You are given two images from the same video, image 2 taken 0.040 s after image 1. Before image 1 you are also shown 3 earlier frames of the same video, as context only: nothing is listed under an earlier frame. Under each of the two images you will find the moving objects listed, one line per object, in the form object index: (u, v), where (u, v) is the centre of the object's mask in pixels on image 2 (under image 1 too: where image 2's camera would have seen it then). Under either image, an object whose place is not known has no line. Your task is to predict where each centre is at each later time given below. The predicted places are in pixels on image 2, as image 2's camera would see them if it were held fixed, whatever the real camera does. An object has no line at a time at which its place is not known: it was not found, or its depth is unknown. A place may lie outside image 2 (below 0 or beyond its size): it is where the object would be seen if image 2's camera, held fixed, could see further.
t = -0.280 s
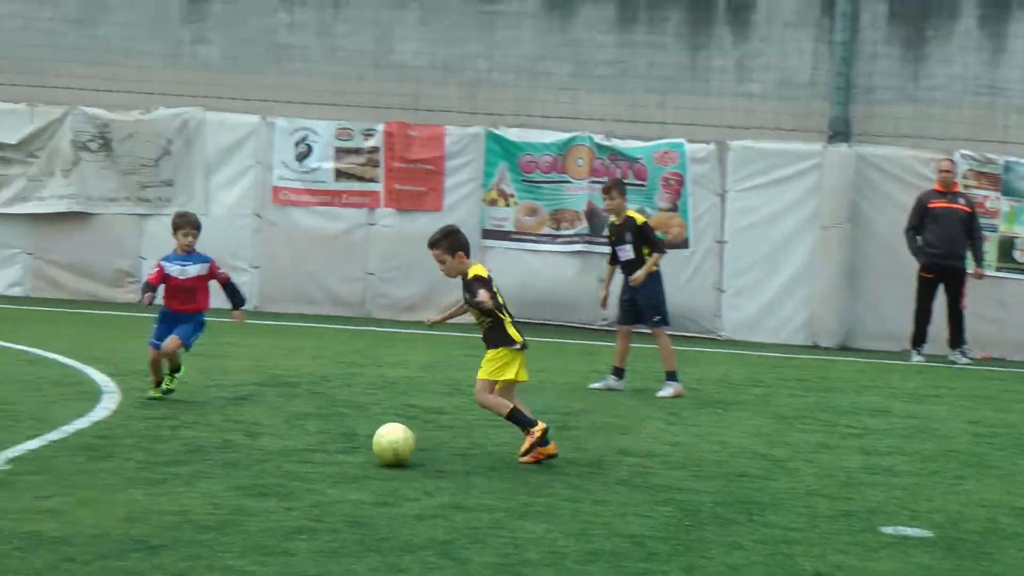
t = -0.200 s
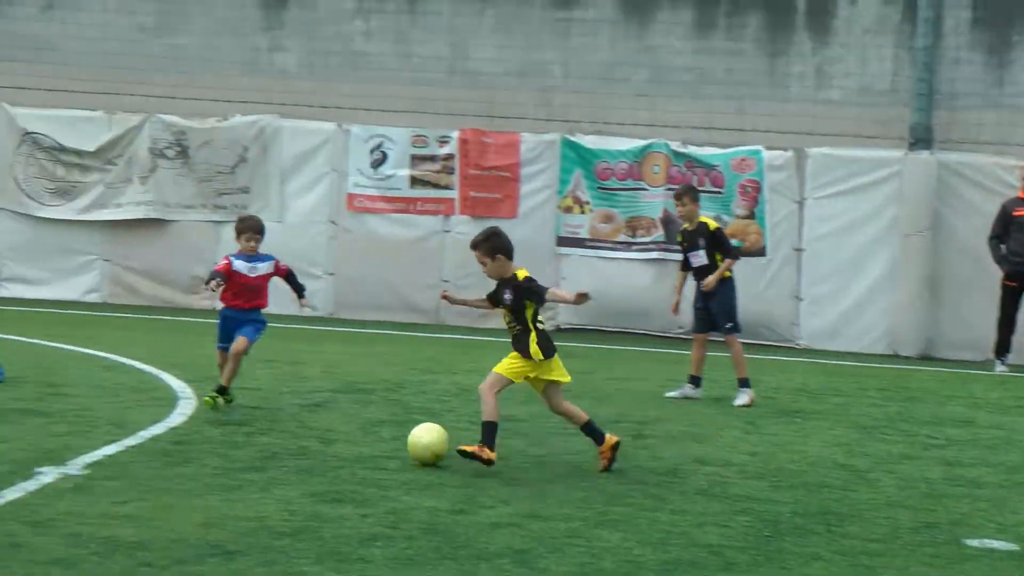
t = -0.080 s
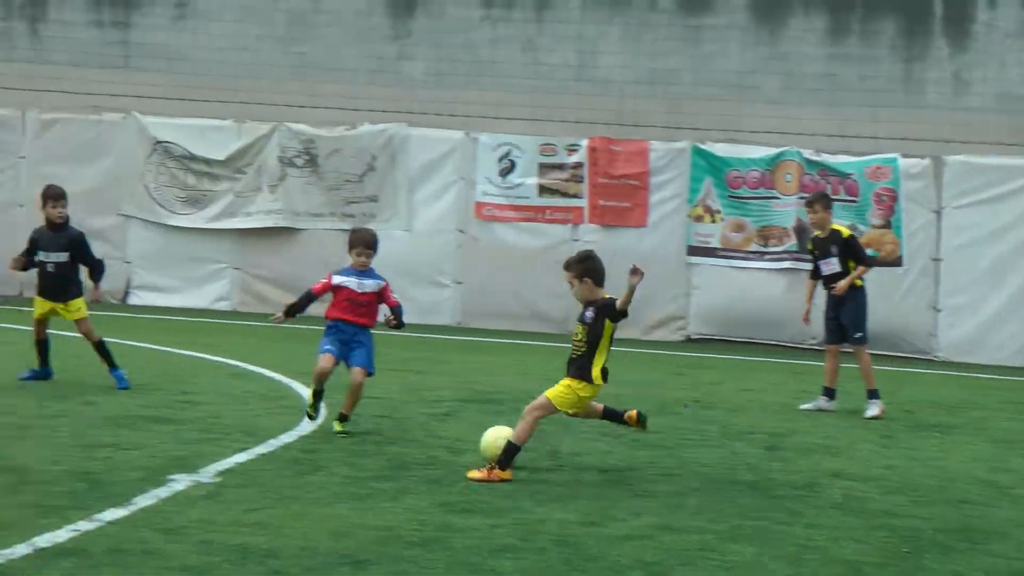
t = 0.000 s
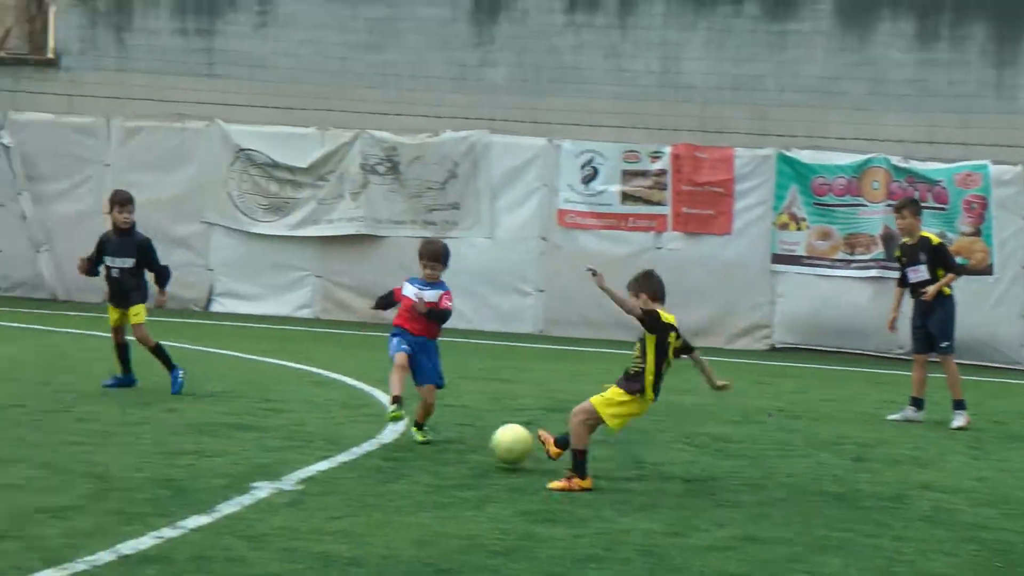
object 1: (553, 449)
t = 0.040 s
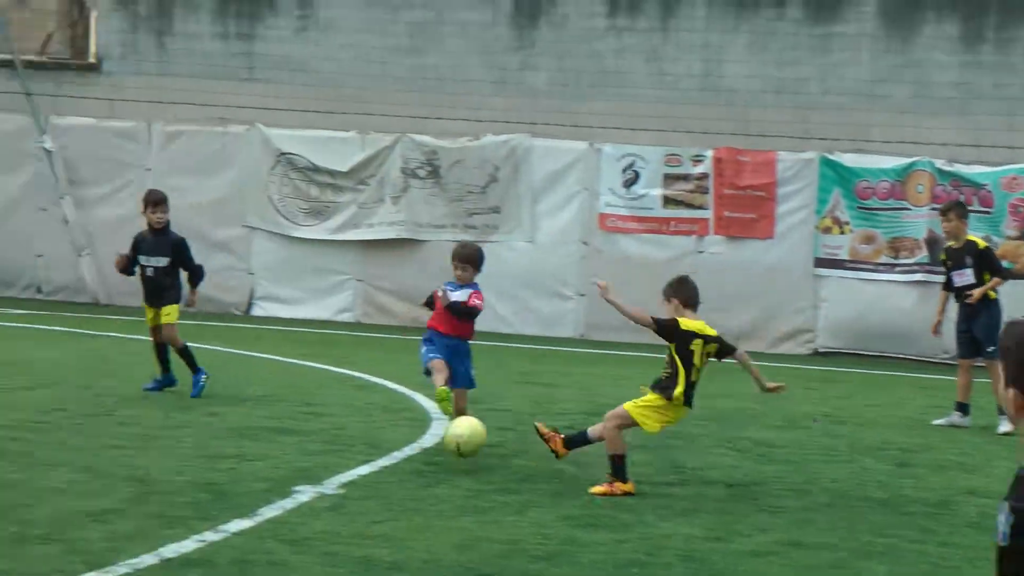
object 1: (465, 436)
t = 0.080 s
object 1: (377, 426)
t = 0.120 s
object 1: (288, 421)
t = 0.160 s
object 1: (197, 417)
